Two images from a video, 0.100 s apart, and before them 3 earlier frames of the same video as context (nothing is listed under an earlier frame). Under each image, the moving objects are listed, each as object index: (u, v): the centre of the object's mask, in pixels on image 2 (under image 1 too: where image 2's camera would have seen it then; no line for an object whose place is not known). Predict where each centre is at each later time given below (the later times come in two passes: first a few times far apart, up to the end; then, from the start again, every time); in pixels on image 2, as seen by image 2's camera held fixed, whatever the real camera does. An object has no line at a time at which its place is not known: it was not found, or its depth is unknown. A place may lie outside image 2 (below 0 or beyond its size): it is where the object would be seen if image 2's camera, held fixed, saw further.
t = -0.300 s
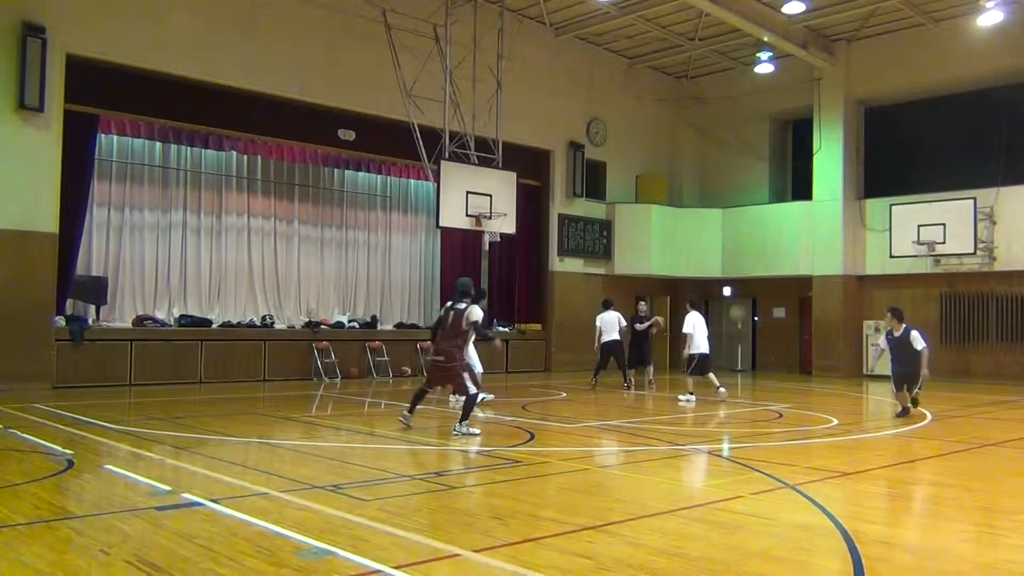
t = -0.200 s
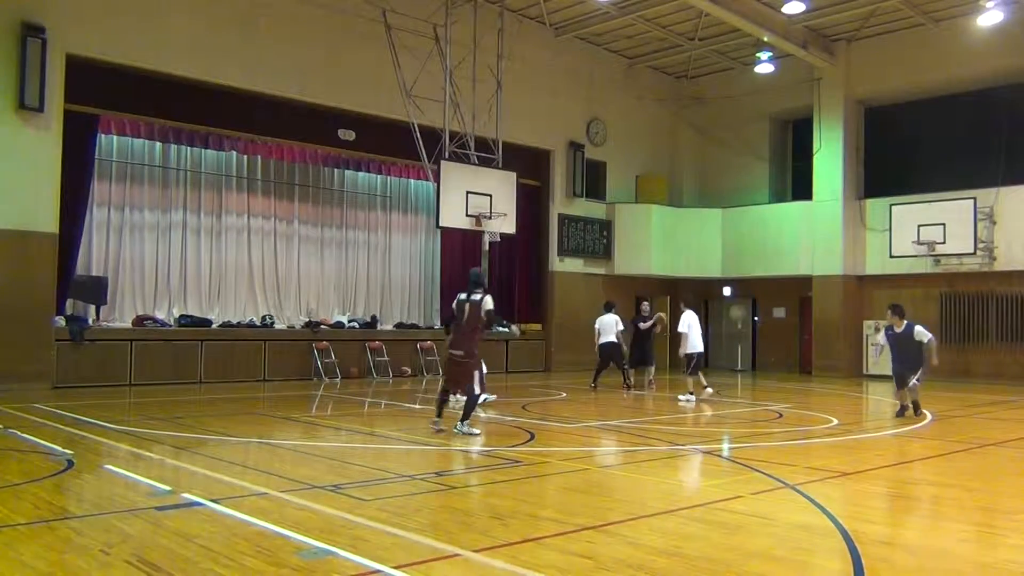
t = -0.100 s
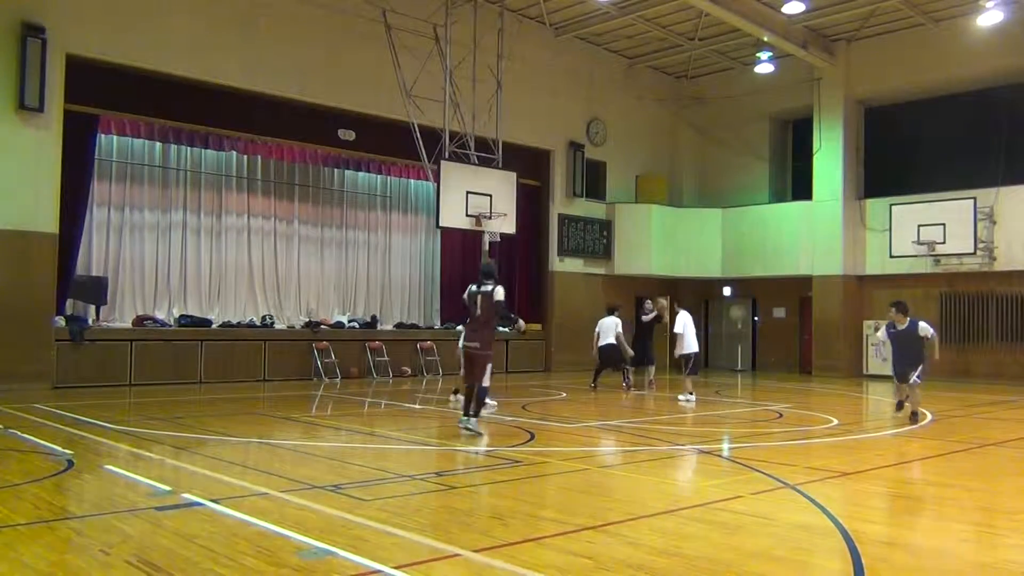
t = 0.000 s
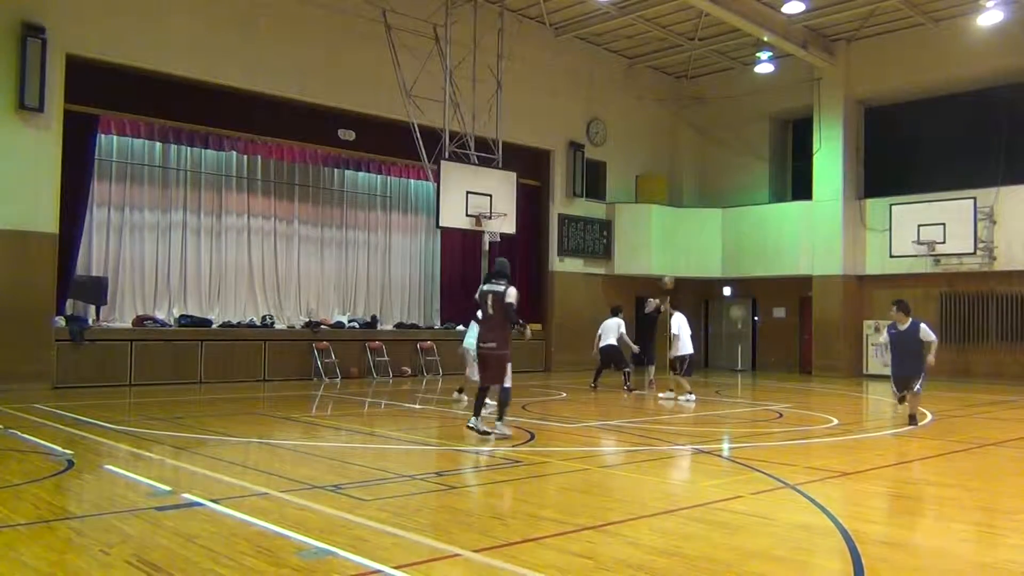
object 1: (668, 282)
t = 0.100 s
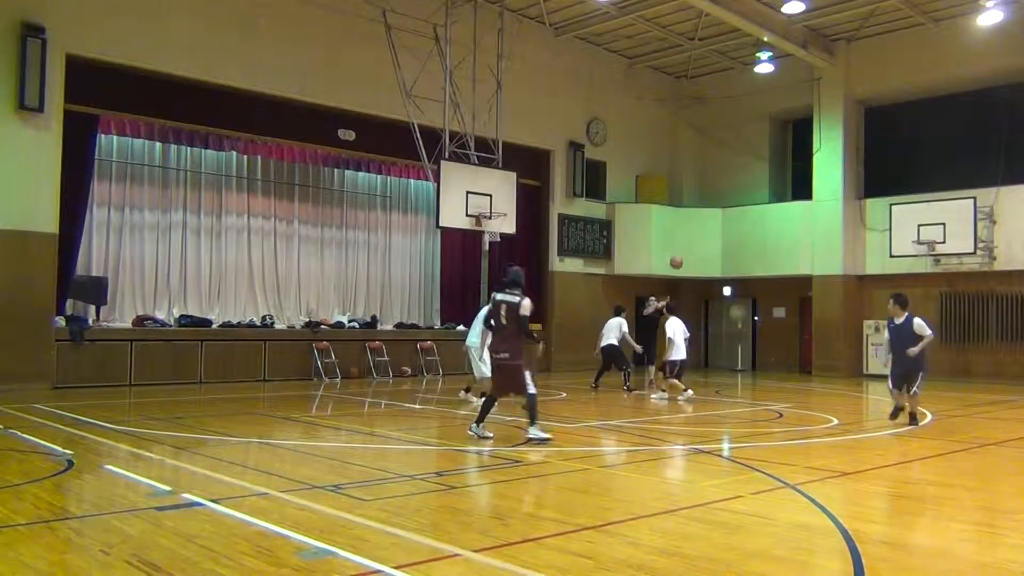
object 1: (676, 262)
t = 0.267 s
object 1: (690, 239)
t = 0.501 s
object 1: (718, 230)
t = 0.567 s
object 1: (726, 233)
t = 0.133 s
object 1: (680, 257)
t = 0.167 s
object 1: (683, 252)
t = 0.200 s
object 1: (686, 247)
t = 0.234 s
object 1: (688, 243)
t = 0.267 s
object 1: (690, 239)
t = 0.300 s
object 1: (696, 236)
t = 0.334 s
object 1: (699, 232)
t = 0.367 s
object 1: (702, 230)
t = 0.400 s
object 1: (706, 229)
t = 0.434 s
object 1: (710, 229)
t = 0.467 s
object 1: (714, 228)
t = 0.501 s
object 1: (718, 230)
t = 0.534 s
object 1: (722, 230)
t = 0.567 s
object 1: (726, 233)
